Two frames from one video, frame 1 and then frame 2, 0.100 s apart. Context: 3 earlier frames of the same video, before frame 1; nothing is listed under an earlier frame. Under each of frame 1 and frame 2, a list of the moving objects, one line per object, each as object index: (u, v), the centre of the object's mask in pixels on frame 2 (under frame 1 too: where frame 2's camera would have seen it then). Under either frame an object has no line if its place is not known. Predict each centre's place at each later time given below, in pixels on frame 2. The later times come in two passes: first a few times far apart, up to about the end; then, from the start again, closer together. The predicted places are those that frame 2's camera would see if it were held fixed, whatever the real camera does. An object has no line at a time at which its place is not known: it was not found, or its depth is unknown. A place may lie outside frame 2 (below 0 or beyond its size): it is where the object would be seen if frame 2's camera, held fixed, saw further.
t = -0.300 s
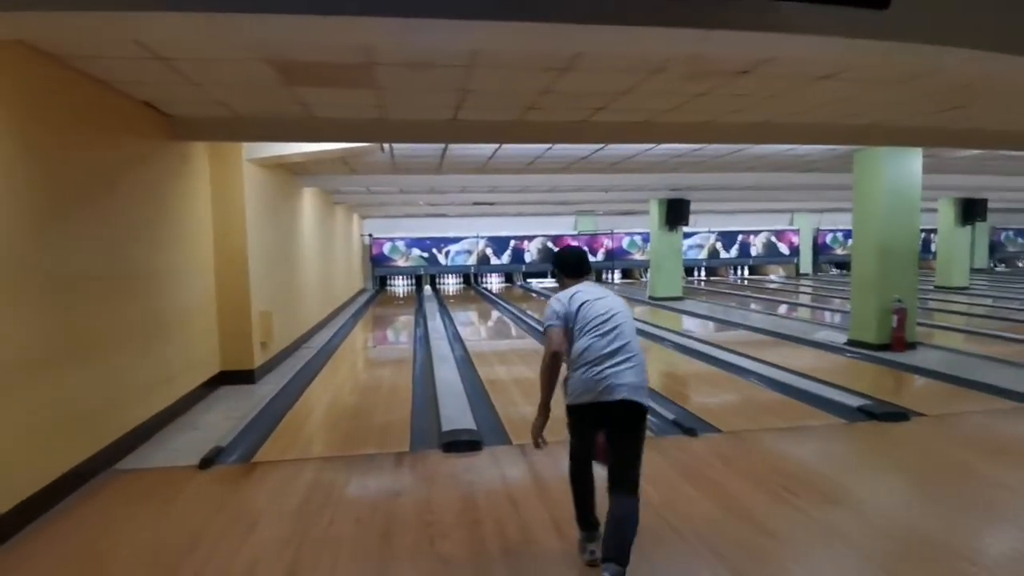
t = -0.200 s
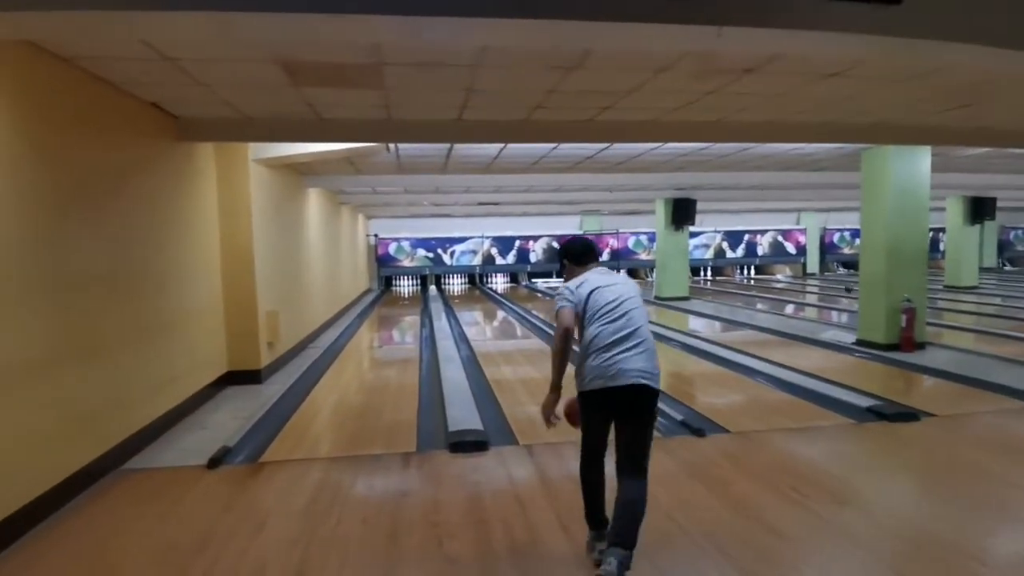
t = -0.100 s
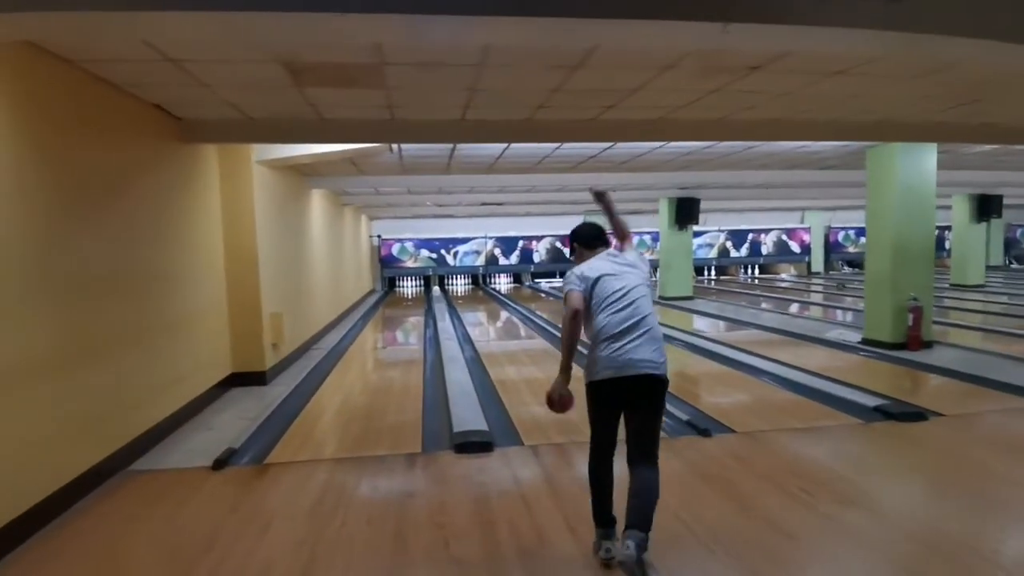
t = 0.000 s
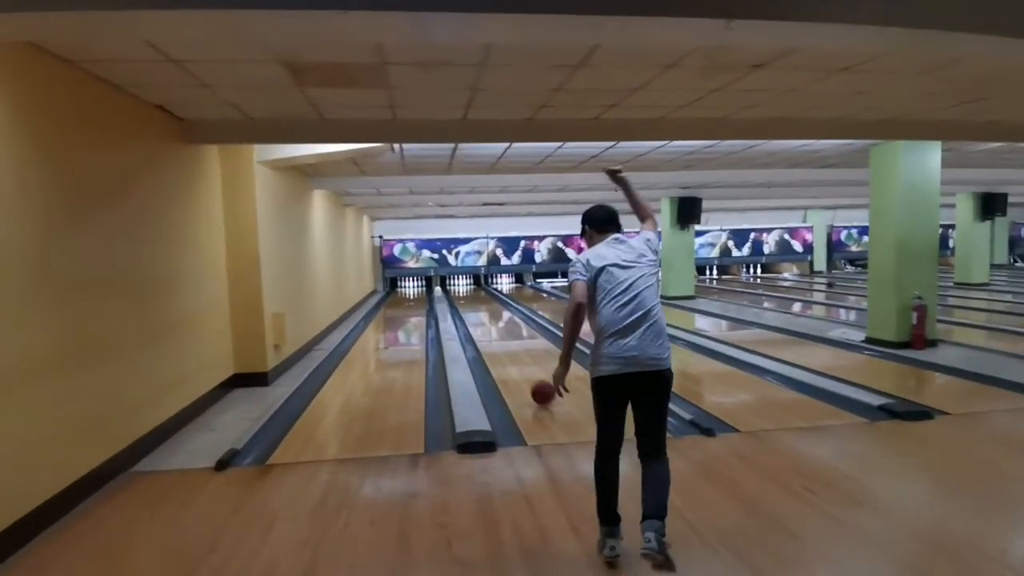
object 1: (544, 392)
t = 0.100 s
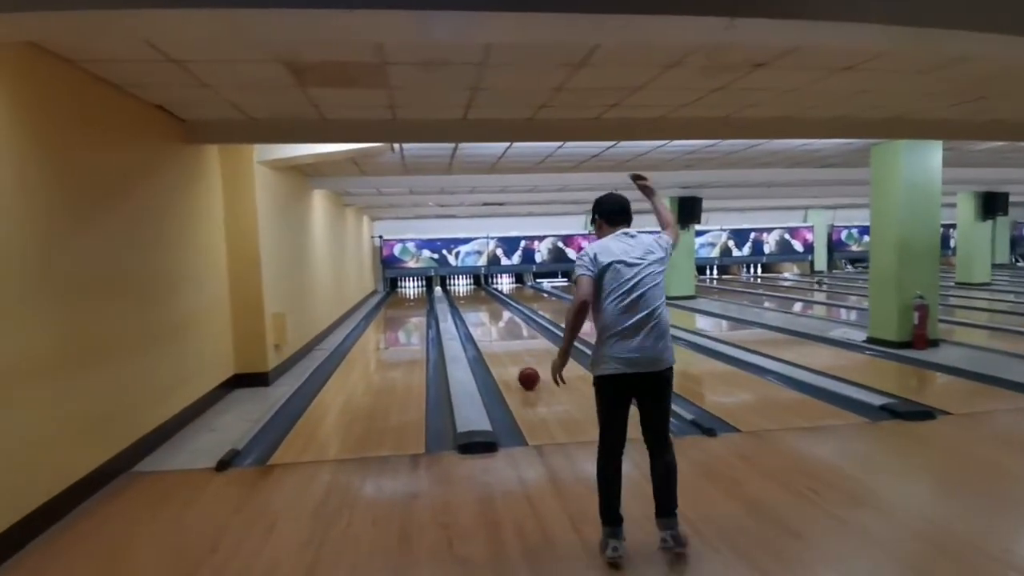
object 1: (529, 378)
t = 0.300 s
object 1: (506, 354)
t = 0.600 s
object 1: (484, 332)
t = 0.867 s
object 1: (472, 319)
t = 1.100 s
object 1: (465, 311)
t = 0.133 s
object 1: (524, 373)
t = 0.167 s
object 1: (520, 369)
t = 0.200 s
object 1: (516, 365)
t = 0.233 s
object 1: (513, 361)
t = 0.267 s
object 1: (509, 357)
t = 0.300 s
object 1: (506, 354)
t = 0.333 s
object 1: (503, 351)
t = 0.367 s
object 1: (500, 348)
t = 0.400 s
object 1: (497, 345)
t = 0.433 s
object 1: (495, 343)
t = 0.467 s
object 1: (493, 340)
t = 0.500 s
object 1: (491, 338)
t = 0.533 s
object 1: (488, 336)
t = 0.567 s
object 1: (486, 334)
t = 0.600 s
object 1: (484, 332)
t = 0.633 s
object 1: (483, 330)
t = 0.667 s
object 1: (481, 328)
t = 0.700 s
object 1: (479, 326)
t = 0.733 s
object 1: (478, 325)
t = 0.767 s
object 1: (476, 323)
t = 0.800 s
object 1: (475, 321)
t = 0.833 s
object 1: (473, 320)
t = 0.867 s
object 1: (472, 319)
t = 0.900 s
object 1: (471, 317)
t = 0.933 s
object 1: (469, 316)
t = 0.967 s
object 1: (468, 315)
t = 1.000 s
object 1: (467, 313)
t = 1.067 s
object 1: (466, 312)
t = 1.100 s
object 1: (465, 311)
